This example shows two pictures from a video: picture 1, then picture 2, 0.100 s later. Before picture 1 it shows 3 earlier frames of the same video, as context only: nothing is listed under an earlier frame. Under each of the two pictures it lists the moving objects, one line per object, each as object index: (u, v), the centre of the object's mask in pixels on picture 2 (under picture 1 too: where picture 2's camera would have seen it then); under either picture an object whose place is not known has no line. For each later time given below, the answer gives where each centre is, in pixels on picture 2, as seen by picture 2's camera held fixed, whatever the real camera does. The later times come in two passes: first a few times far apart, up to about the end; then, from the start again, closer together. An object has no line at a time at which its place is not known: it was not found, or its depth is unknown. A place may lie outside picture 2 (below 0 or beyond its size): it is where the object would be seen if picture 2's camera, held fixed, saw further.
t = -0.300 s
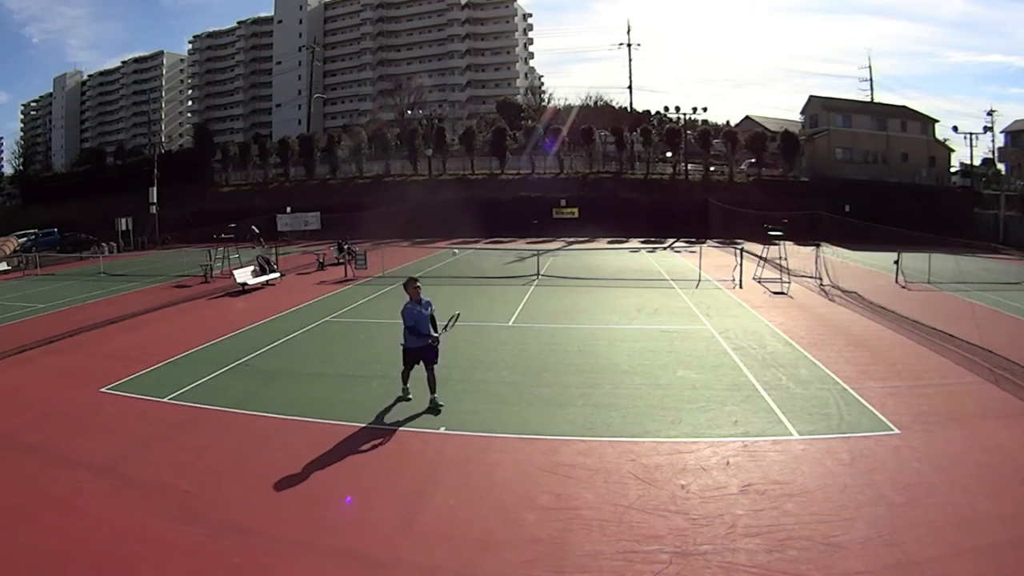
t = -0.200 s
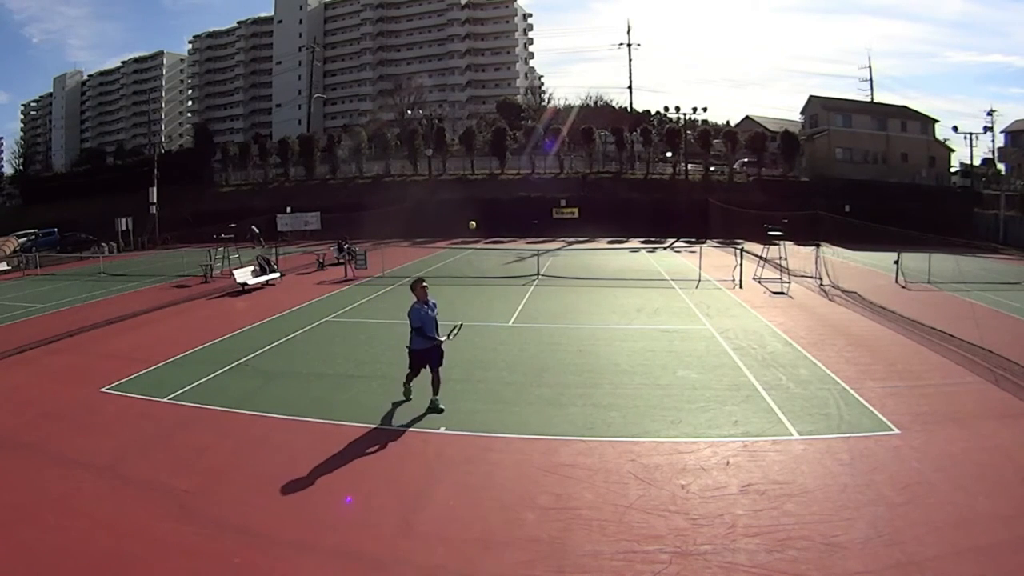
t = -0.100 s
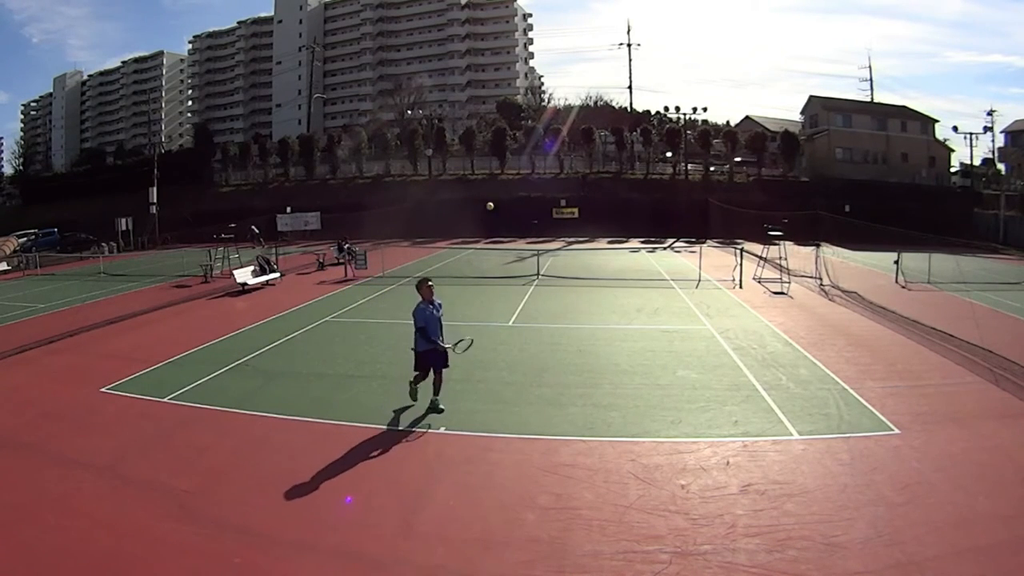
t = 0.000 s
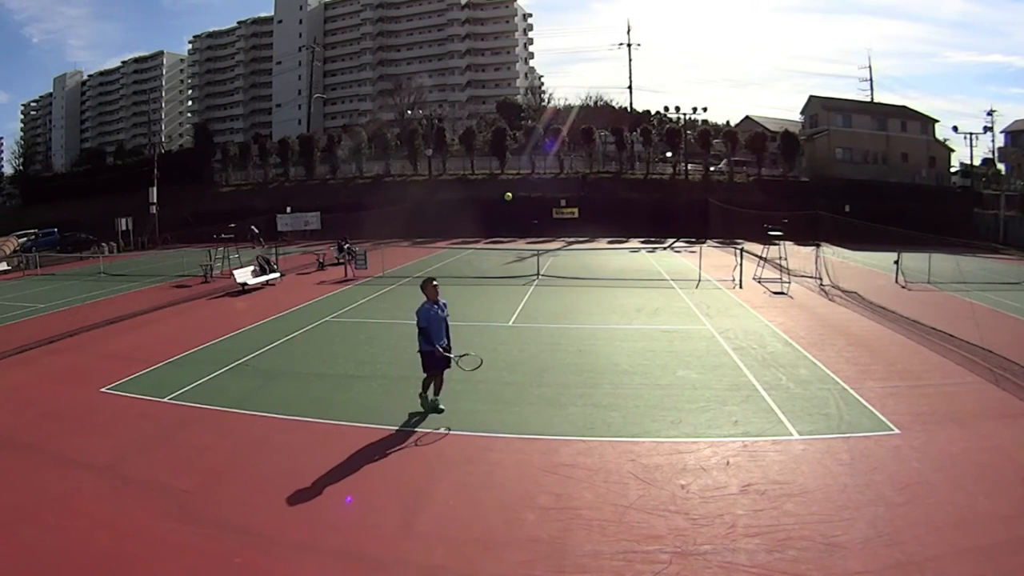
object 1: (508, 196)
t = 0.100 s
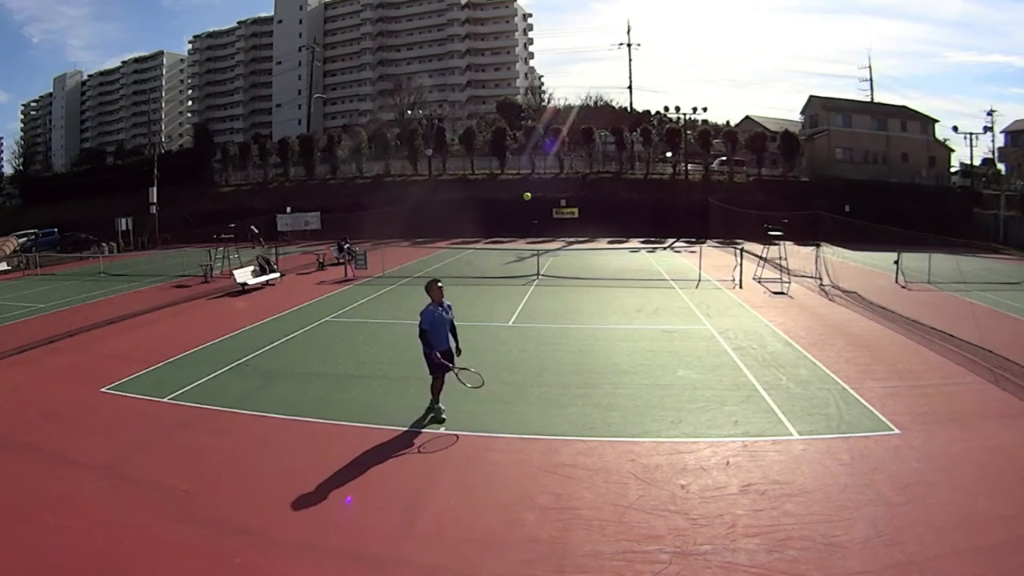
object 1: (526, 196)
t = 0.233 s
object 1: (553, 212)
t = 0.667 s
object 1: (639, 392)
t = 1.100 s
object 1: (647, 356)
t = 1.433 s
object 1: (626, 346)
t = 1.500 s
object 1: (621, 360)
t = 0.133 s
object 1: (533, 198)
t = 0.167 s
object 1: (540, 202)
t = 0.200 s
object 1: (546, 206)
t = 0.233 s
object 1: (553, 212)
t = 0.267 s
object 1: (560, 219)
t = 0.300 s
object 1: (567, 227)
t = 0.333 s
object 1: (573, 236)
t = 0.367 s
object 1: (580, 246)
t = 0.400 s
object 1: (587, 258)
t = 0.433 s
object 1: (593, 272)
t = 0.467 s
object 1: (600, 286)
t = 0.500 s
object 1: (607, 301)
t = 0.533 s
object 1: (614, 317)
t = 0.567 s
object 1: (620, 334)
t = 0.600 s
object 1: (626, 352)
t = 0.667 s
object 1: (639, 392)
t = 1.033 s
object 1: (651, 373)
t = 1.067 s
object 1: (649, 364)
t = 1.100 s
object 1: (647, 356)
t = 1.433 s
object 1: (626, 346)
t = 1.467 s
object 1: (624, 352)
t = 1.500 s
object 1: (621, 360)
